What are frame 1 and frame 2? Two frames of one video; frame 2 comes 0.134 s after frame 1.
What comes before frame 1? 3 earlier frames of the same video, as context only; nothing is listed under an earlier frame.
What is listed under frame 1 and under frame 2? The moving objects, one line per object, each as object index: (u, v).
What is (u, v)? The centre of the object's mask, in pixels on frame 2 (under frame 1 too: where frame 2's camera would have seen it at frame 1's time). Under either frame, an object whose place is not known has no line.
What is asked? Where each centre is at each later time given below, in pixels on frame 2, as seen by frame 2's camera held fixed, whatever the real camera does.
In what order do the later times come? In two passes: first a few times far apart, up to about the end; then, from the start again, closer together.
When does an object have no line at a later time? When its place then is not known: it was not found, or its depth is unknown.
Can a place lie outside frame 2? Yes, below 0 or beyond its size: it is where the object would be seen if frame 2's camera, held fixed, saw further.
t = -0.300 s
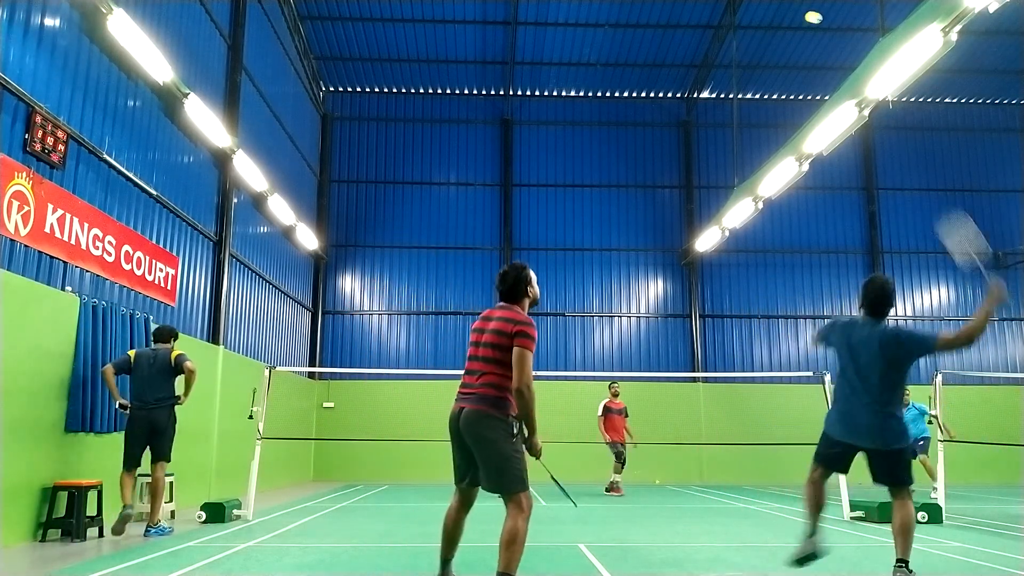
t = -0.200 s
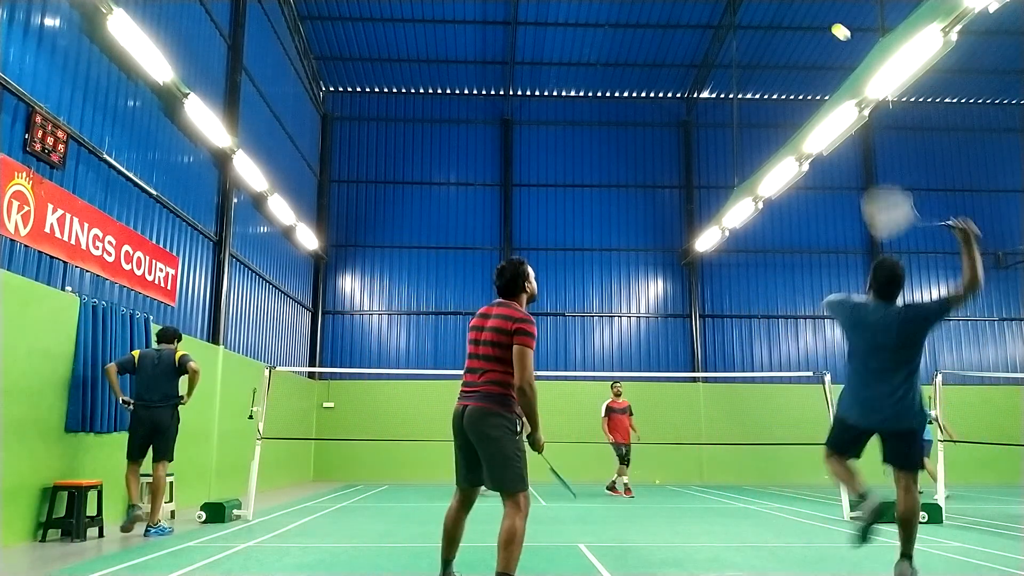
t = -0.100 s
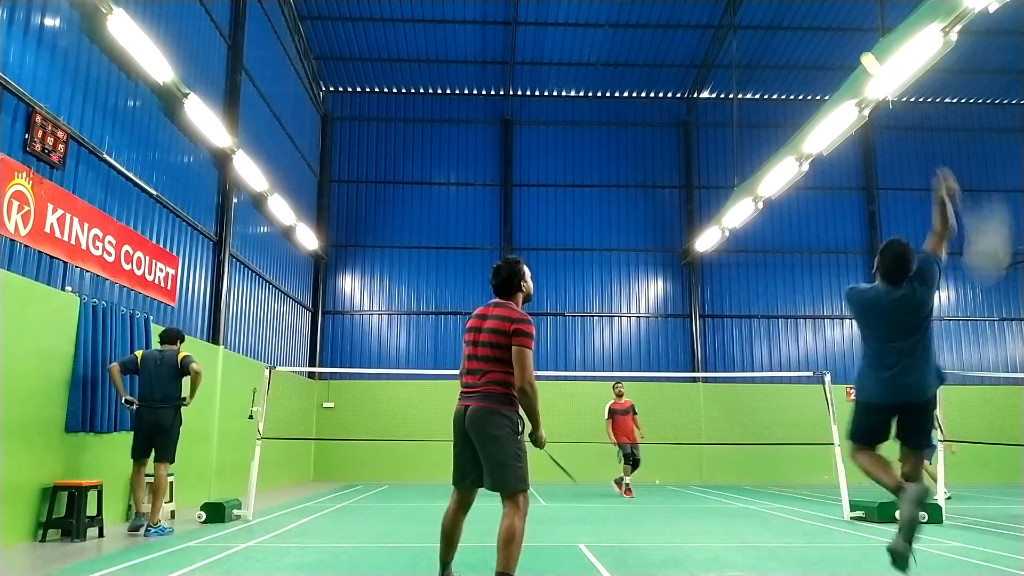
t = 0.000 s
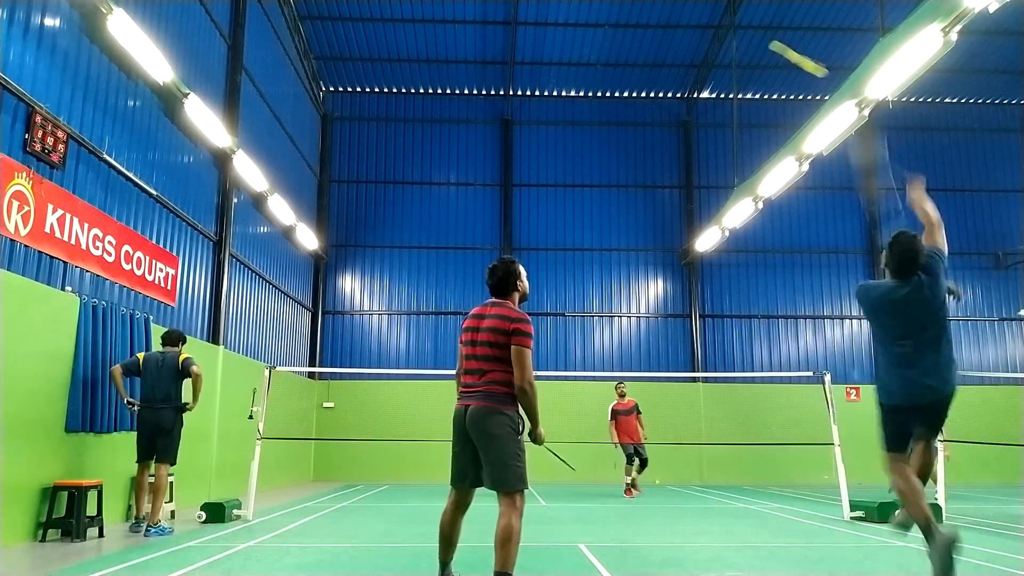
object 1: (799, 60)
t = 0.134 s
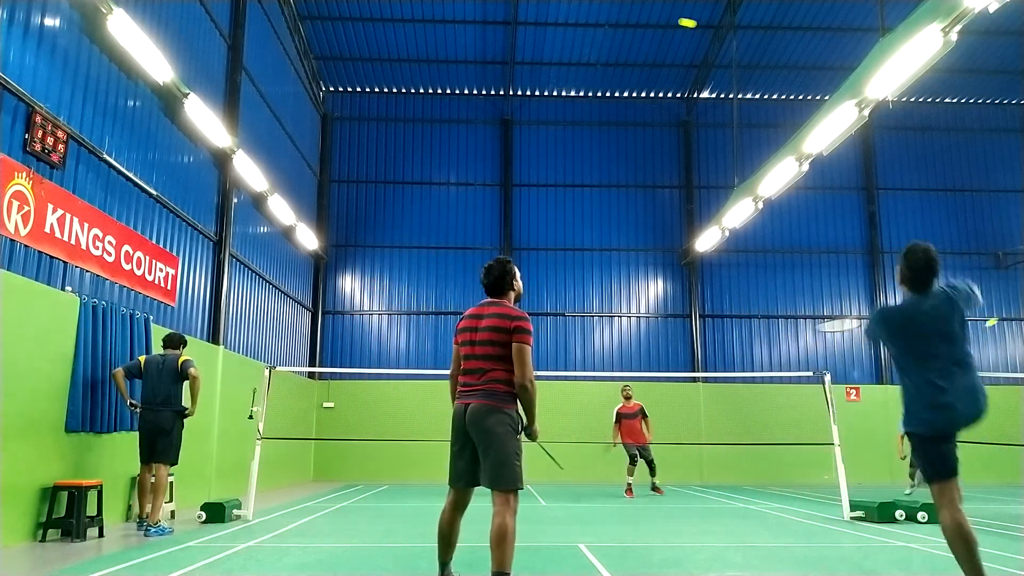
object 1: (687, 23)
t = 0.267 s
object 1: (645, 23)
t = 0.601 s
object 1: (602, 64)
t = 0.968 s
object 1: (585, 152)
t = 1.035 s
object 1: (583, 170)
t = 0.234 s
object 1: (653, 21)
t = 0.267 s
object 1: (645, 23)
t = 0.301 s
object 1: (639, 25)
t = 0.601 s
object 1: (602, 64)
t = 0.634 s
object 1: (600, 70)
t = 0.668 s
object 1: (598, 77)
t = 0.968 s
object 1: (585, 152)
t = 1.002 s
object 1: (584, 161)
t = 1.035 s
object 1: (583, 170)
